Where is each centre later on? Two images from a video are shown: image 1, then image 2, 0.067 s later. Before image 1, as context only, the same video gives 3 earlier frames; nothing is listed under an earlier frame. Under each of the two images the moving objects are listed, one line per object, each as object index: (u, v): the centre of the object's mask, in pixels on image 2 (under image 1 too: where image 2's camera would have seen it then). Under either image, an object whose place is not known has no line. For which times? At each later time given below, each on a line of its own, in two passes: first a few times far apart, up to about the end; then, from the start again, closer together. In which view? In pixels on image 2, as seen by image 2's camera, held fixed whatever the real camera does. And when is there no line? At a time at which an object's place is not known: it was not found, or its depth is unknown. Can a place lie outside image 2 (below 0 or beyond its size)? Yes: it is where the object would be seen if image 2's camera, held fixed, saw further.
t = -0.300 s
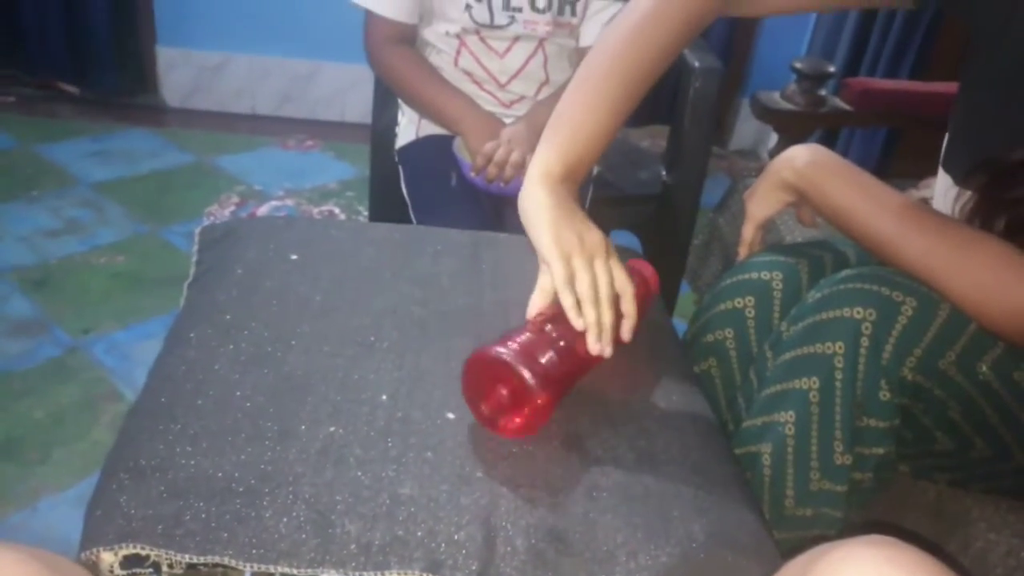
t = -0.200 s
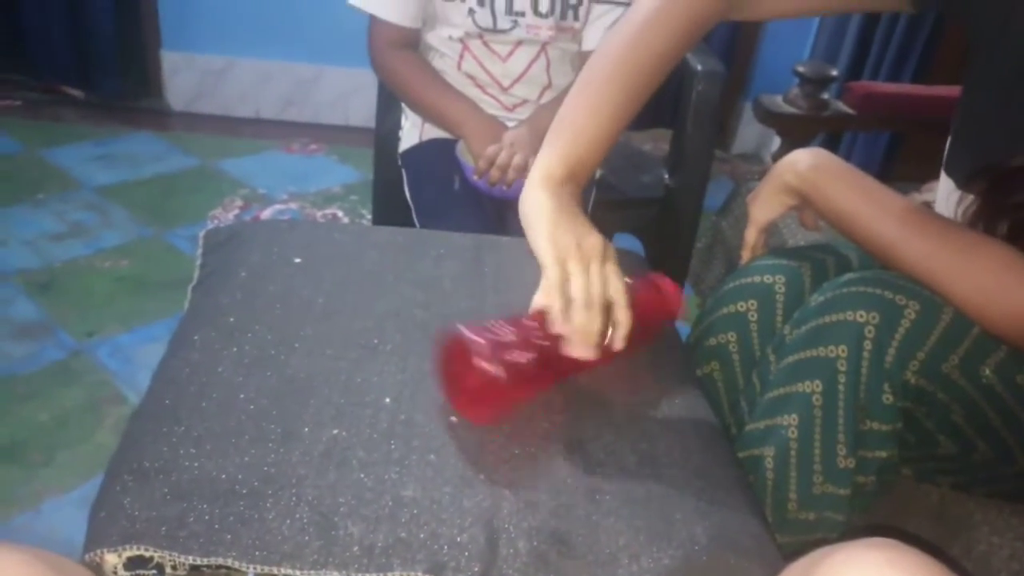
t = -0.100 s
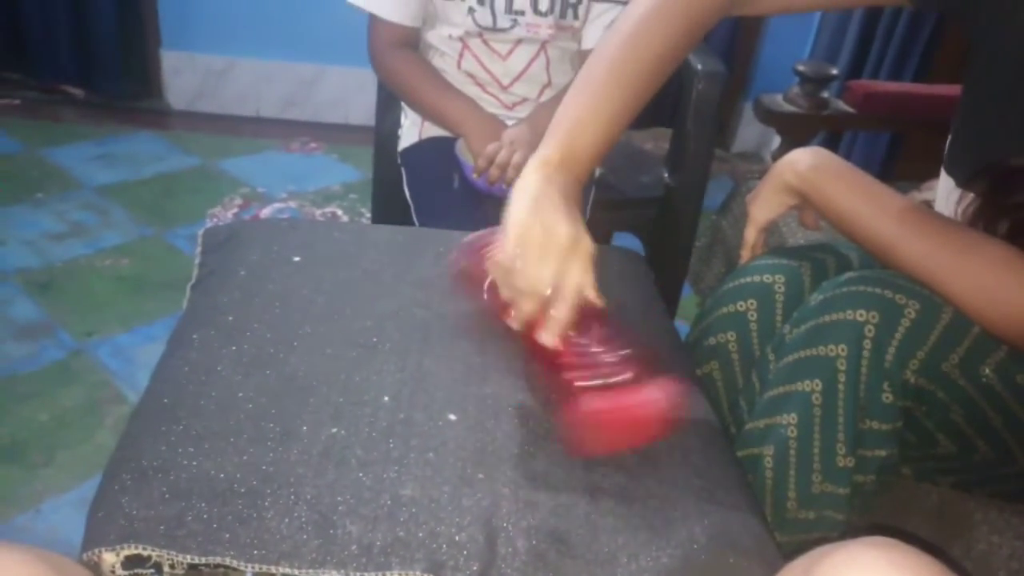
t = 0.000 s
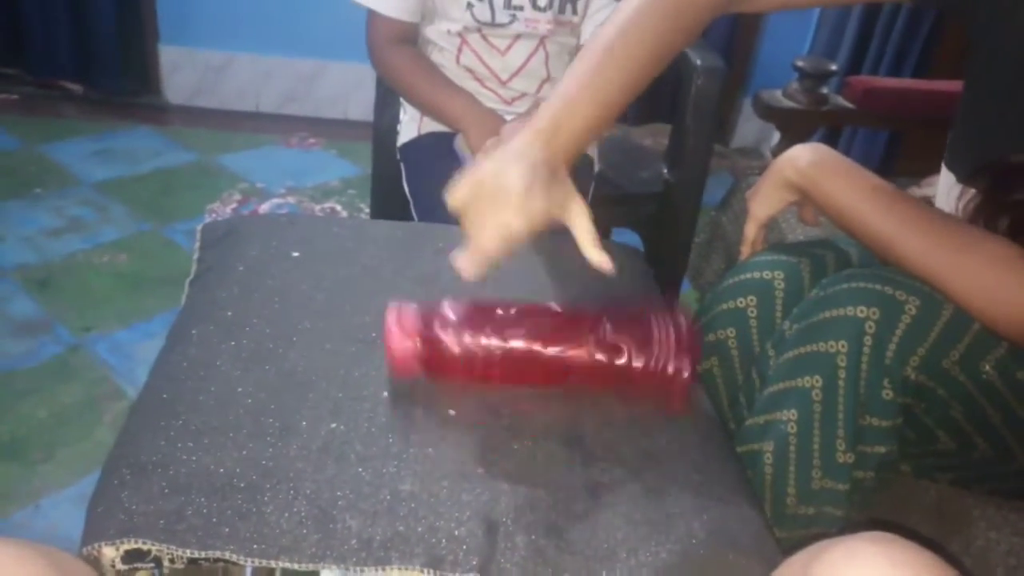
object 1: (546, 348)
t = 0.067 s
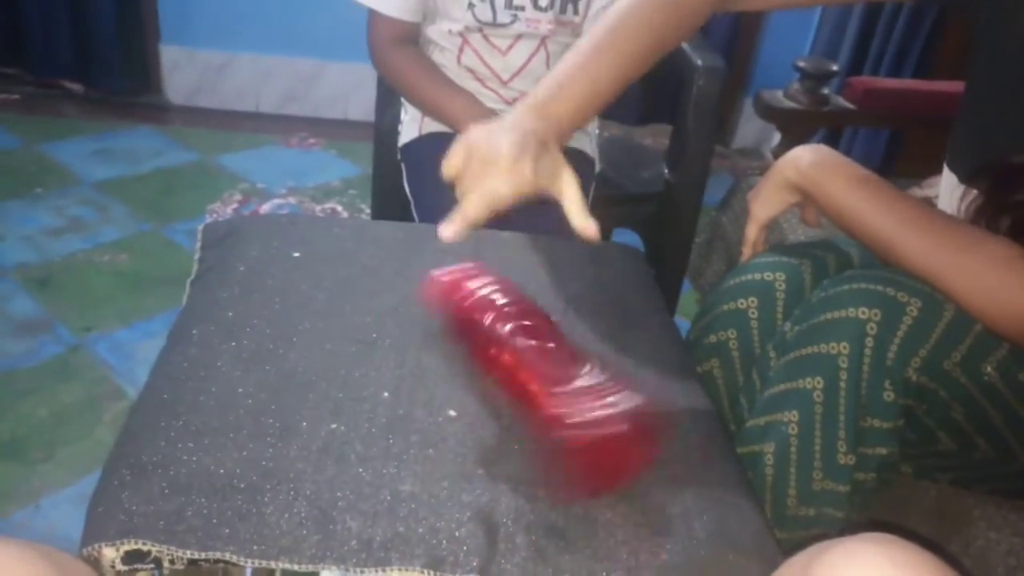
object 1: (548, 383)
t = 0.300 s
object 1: (490, 362)
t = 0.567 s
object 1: (469, 358)
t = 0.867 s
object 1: (452, 333)
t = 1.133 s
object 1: (452, 333)
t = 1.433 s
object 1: (469, 350)
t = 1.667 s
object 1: (477, 357)
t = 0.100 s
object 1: (516, 397)
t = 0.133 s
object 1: (482, 391)
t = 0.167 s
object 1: (469, 375)
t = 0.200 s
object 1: (473, 364)
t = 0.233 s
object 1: (476, 360)
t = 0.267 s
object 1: (483, 360)
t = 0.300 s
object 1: (490, 362)
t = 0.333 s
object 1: (495, 364)
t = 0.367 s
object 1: (497, 371)
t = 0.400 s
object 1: (495, 373)
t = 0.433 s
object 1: (490, 371)
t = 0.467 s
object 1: (484, 369)
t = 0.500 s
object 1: (479, 364)
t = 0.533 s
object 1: (474, 362)
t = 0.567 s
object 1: (469, 358)
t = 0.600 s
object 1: (467, 354)
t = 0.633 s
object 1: (466, 350)
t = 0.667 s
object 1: (464, 346)
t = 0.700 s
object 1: (462, 344)
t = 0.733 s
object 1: (460, 341)
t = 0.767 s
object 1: (457, 338)
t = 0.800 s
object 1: (456, 336)
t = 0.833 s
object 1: (454, 334)
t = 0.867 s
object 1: (452, 333)
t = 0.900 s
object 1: (451, 333)
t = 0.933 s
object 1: (450, 332)
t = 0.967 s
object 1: (450, 331)
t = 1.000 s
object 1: (450, 332)
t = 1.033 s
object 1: (450, 332)
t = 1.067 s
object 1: (451, 332)
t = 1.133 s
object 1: (452, 333)
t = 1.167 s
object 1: (453, 334)
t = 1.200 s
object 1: (454, 336)
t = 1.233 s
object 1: (457, 338)
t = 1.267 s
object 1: (458, 339)
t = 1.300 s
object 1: (460, 341)
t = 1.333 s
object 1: (462, 343)
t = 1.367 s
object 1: (464, 346)
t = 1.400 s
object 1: (467, 348)
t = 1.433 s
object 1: (469, 350)
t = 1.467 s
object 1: (471, 353)
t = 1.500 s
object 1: (474, 355)
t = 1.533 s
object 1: (475, 356)
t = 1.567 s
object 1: (476, 357)
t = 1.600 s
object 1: (477, 357)
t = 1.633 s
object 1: (477, 357)
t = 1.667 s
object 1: (477, 357)
